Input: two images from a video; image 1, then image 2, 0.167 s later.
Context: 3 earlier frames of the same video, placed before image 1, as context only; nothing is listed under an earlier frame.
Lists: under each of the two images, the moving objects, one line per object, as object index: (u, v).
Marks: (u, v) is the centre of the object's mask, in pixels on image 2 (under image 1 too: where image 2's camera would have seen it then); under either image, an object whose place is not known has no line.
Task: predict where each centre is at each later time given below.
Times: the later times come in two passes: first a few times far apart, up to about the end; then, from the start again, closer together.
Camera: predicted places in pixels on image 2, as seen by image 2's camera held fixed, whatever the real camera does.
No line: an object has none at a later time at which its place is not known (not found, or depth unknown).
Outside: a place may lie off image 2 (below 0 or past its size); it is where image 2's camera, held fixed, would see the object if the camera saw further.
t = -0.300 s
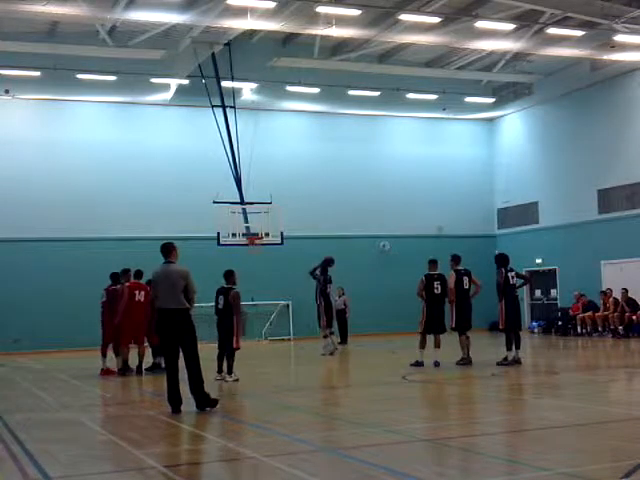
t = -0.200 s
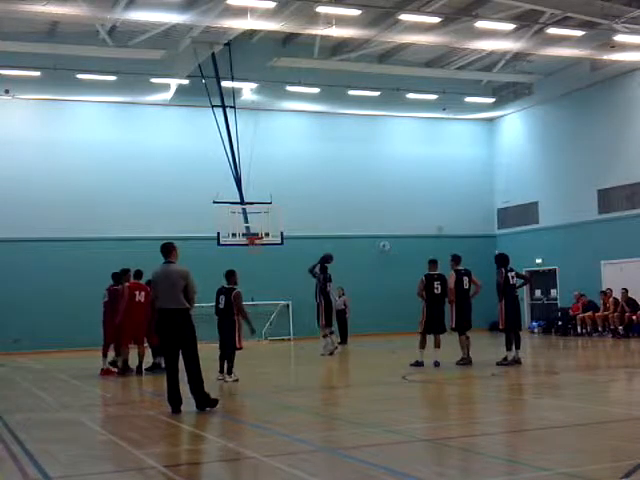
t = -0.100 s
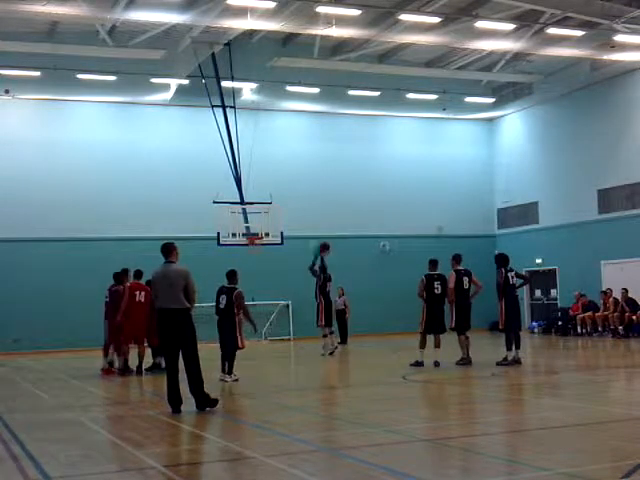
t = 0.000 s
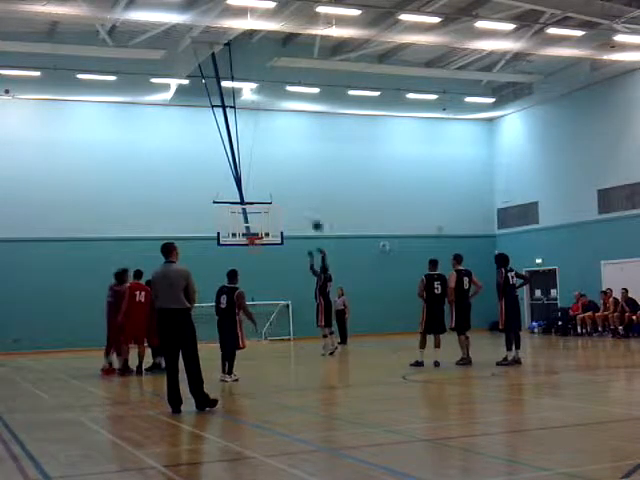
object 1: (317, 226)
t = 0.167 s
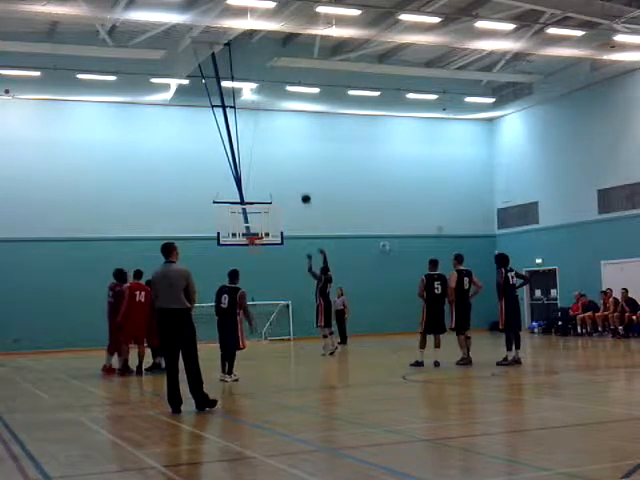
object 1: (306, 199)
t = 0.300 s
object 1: (297, 186)
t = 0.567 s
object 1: (282, 183)
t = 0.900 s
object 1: (267, 216)
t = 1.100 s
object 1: (266, 235)
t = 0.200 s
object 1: (303, 195)
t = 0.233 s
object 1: (301, 192)
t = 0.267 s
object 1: (299, 189)
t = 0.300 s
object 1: (297, 186)
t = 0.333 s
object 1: (295, 185)
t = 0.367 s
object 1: (293, 183)
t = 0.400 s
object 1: (292, 183)
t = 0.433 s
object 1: (290, 182)
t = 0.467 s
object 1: (288, 181)
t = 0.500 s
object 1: (286, 182)
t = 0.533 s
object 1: (284, 182)
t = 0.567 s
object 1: (282, 183)
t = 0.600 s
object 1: (280, 185)
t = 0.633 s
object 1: (279, 187)
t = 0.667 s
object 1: (277, 189)
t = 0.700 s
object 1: (276, 191)
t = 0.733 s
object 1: (274, 195)
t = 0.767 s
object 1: (273, 198)
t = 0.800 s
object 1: (272, 202)
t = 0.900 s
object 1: (267, 216)
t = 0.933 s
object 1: (265, 221)
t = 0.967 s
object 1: (264, 227)
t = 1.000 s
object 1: (264, 233)
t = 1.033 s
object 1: (264, 235)
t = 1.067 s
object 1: (267, 237)
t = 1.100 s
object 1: (266, 235)
